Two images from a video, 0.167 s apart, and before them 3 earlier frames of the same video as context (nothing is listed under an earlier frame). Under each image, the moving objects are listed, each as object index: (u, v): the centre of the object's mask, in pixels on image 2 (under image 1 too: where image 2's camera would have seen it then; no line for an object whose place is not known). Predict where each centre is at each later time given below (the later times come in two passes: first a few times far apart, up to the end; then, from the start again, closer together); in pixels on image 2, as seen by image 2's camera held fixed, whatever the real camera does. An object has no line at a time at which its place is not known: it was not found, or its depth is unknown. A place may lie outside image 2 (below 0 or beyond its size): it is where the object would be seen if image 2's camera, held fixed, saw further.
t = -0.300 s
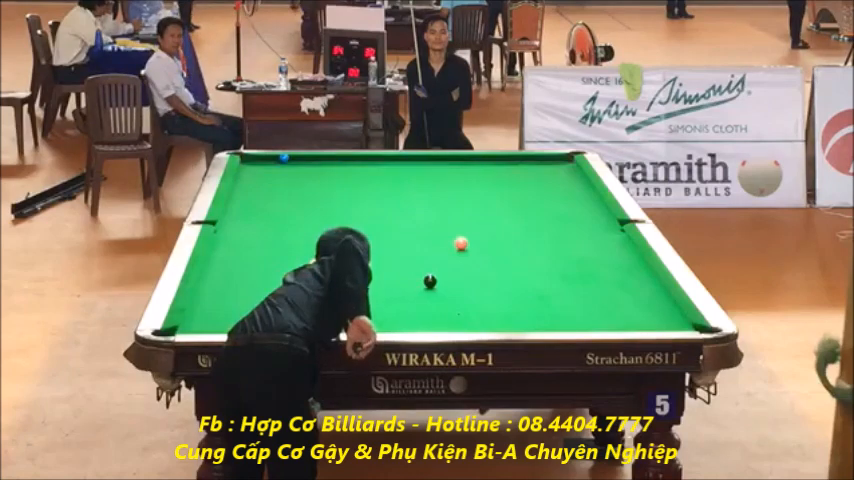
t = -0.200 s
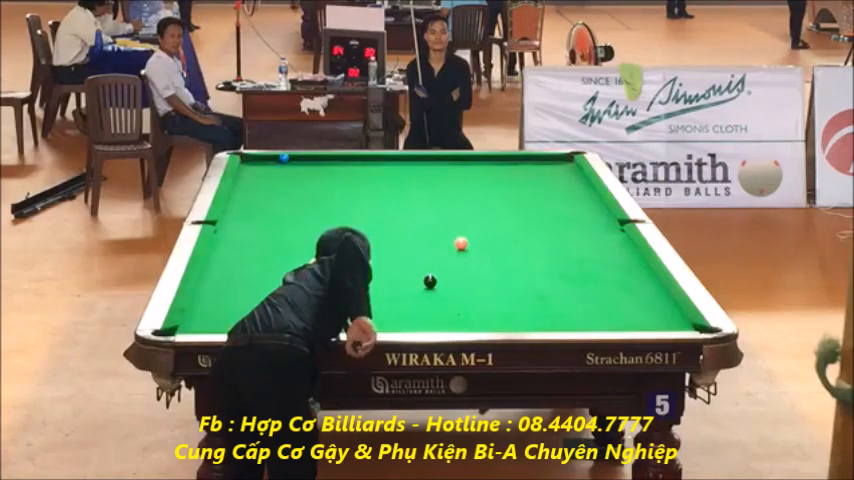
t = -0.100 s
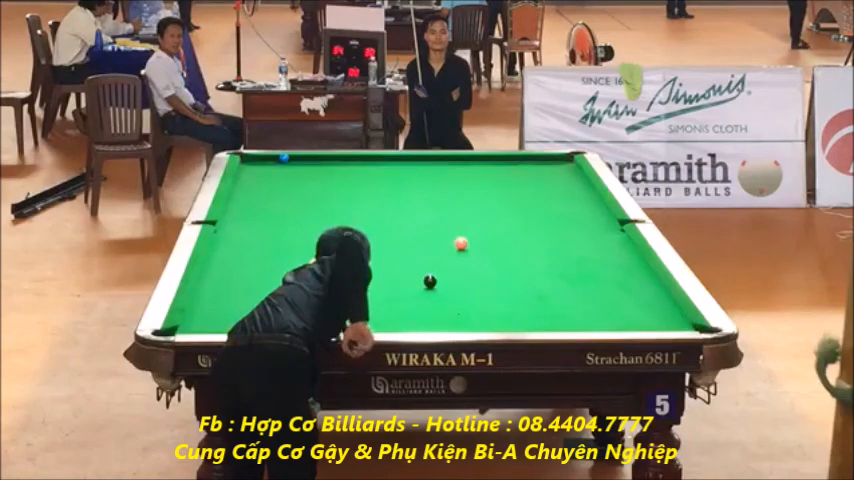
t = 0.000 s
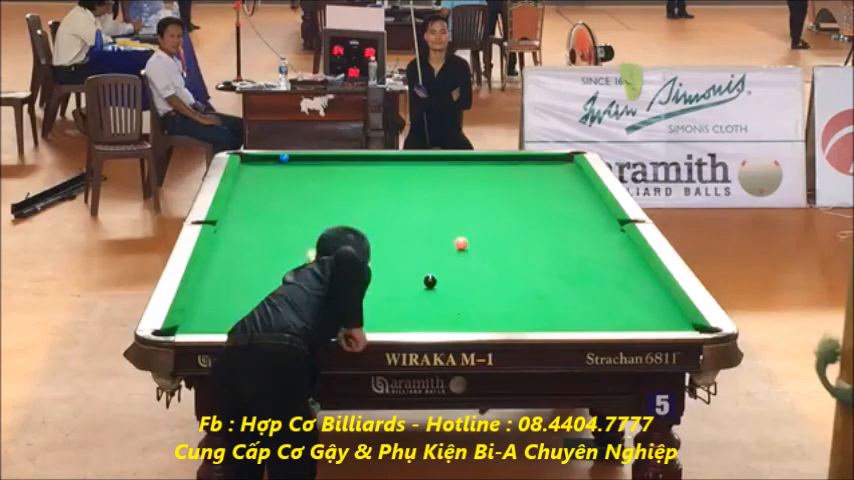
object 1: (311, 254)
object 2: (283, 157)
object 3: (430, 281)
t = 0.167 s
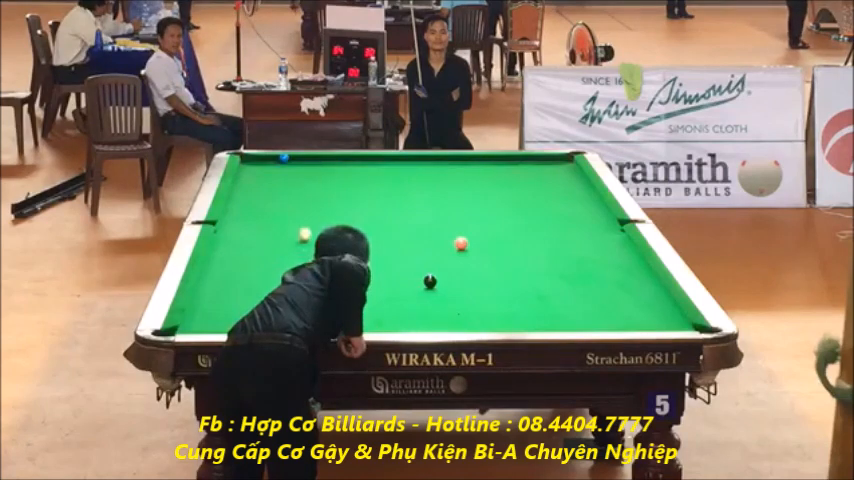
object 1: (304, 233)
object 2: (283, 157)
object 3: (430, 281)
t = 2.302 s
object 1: (313, 170)
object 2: (326, 193)
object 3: (430, 281)
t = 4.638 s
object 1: (415, 189)
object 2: (401, 258)
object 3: (430, 281)
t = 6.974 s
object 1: (434, 192)
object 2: (424, 282)
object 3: (452, 295)
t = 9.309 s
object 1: (434, 192)
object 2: (424, 282)
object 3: (454, 297)
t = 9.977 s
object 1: (434, 192)
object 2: (425, 282)
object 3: (454, 296)
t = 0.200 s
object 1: (303, 229)
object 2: (283, 157)
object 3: (430, 281)
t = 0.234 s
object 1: (302, 225)
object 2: (283, 157)
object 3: (430, 281)
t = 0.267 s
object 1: (301, 222)
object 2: (283, 157)
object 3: (430, 281)
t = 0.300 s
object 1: (300, 219)
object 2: (283, 157)
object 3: (430, 281)
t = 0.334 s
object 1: (299, 216)
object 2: (283, 157)
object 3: (430, 281)
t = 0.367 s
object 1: (297, 213)
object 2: (283, 157)
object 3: (430, 281)
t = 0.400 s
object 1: (296, 210)
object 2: (283, 157)
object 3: (430, 281)
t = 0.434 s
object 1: (295, 207)
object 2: (283, 157)
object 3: (430, 281)
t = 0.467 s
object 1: (295, 204)
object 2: (283, 157)
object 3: (430, 281)
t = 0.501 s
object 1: (293, 201)
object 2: (283, 157)
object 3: (430, 281)
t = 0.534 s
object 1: (291, 196)
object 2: (283, 157)
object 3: (430, 281)
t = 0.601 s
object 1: (289, 190)
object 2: (283, 157)
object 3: (430, 281)
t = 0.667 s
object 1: (288, 185)
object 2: (283, 157)
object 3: (430, 281)
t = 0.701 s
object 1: (287, 182)
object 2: (283, 157)
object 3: (430, 281)
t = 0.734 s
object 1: (286, 180)
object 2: (283, 157)
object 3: (430, 281)
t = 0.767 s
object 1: (285, 177)
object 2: (283, 157)
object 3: (430, 281)
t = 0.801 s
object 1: (284, 175)
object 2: (283, 157)
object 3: (430, 281)
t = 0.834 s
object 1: (283, 173)
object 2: (283, 157)
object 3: (430, 281)
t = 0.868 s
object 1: (282, 170)
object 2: (283, 157)
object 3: (430, 281)
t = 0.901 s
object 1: (282, 168)
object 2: (283, 157)
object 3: (430, 281)
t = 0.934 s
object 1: (281, 166)
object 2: (283, 156)
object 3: (430, 281)
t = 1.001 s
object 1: (279, 162)
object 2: (284, 156)
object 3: (430, 281)
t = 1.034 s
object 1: (278, 160)
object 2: (285, 156)
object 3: (430, 281)
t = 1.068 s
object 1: (274, 158)
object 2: (287, 157)
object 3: (430, 281)
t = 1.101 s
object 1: (269, 158)
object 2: (288, 157)
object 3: (430, 281)
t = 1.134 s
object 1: (264, 157)
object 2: (289, 158)
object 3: (430, 281)
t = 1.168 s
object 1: (259, 157)
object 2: (290, 159)
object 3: (430, 281)
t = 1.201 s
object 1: (255, 157)
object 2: (291, 160)
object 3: (430, 281)
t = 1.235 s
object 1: (251, 158)
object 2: (292, 160)
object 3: (430, 281)
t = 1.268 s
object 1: (248, 158)
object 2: (293, 162)
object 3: (430, 281)
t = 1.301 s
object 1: (245, 159)
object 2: (294, 163)
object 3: (430, 281)
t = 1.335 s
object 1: (247, 159)
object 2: (295, 164)
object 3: (430, 281)
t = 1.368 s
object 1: (249, 160)
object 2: (296, 165)
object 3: (430, 281)
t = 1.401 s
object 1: (252, 160)
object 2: (297, 166)
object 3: (430, 281)
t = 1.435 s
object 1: (254, 161)
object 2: (298, 167)
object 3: (430, 281)
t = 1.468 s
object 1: (256, 161)
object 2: (299, 169)
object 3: (430, 281)
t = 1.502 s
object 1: (259, 161)
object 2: (300, 170)
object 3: (430, 281)
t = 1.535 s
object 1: (261, 162)
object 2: (301, 170)
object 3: (430, 281)
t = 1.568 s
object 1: (264, 162)
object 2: (302, 172)
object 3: (430, 281)
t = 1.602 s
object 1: (266, 162)
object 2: (303, 173)
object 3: (430, 281)
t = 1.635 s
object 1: (269, 163)
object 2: (304, 174)
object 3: (430, 281)
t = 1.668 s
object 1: (271, 163)
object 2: (306, 174)
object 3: (430, 281)
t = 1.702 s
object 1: (273, 164)
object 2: (307, 175)
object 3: (430, 281)
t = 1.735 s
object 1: (275, 164)
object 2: (308, 176)
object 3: (430, 281)
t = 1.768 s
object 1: (278, 164)
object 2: (309, 177)
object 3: (430, 281)
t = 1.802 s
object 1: (280, 165)
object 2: (310, 178)
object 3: (430, 281)
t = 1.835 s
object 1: (282, 165)
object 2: (311, 180)
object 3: (430, 281)
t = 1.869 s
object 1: (285, 166)
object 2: (312, 181)
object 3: (430, 281)
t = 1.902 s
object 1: (287, 166)
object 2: (313, 182)
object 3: (430, 281)
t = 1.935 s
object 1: (289, 166)
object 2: (314, 183)
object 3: (430, 281)
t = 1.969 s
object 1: (291, 167)
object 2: (315, 184)
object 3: (430, 281)
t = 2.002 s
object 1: (293, 167)
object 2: (317, 184)
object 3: (430, 281)
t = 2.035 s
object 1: (295, 167)
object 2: (317, 185)
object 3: (430, 281)
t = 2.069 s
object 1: (298, 168)
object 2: (318, 186)
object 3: (430, 281)
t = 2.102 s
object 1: (300, 168)
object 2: (320, 187)
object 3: (430, 281)
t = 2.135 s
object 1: (302, 169)
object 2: (321, 188)
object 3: (430, 281)
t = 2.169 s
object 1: (304, 169)
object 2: (322, 189)
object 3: (430, 281)
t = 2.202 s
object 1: (306, 169)
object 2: (323, 190)
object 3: (430, 281)
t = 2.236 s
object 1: (308, 170)
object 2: (324, 191)
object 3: (430, 281)
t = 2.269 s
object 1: (311, 170)
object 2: (325, 192)
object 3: (430, 281)
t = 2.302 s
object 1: (313, 170)
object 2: (326, 193)
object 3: (430, 281)
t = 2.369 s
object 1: (317, 171)
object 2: (328, 195)
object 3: (430, 281)
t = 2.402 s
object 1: (319, 172)
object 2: (329, 196)
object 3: (430, 281)
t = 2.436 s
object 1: (321, 172)
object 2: (330, 197)
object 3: (430, 281)
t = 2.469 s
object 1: (323, 173)
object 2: (331, 198)
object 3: (430, 281)
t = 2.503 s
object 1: (325, 173)
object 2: (332, 199)
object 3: (430, 281)
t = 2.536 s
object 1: (327, 173)
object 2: (333, 200)
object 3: (430, 281)
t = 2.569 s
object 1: (328, 173)
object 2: (335, 201)
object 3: (430, 281)
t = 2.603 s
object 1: (331, 174)
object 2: (336, 202)
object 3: (430, 281)
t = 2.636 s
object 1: (333, 174)
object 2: (337, 203)
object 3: (430, 281)
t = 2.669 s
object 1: (334, 175)
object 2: (338, 204)
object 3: (430, 281)
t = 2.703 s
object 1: (336, 175)
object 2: (339, 205)
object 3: (430, 281)
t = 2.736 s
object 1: (338, 175)
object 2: (340, 205)
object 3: (430, 281)
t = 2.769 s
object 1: (340, 176)
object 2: (341, 206)
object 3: (430, 281)
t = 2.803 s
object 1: (342, 176)
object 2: (342, 207)
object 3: (430, 281)
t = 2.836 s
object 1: (343, 176)
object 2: (343, 208)
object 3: (430, 281)
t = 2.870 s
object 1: (345, 176)
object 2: (345, 209)
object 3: (430, 281)
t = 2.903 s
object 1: (347, 177)
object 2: (346, 211)
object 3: (430, 281)
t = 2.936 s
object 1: (349, 177)
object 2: (347, 211)
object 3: (430, 281)
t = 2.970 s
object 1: (351, 177)
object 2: (348, 212)
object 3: (430, 281)
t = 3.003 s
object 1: (352, 178)
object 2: (349, 213)
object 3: (430, 281)
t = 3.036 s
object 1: (354, 178)
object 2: (350, 214)
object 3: (430, 281)
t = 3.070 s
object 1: (355, 178)
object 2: (351, 215)
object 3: (430, 281)
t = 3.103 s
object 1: (357, 178)
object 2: (352, 216)
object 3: (430, 281)
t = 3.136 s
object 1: (359, 179)
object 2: (353, 217)
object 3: (430, 281)
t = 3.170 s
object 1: (360, 179)
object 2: (354, 218)
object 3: (430, 281)
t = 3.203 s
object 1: (362, 179)
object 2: (355, 218)
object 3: (430, 281)
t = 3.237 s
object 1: (363, 179)
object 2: (357, 219)
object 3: (430, 281)
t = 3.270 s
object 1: (365, 180)
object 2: (357, 220)
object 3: (430, 281)
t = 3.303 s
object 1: (367, 180)
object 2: (359, 221)
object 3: (430, 281)
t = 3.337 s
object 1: (368, 181)
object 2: (360, 222)
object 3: (430, 281)
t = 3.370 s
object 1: (370, 181)
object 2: (361, 223)
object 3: (430, 281)
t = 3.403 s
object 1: (371, 181)
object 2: (362, 224)
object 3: (430, 281)
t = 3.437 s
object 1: (373, 181)
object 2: (363, 225)
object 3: (430, 281)
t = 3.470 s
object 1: (374, 181)
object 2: (365, 226)
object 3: (430, 281)
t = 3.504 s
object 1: (376, 182)
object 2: (365, 227)
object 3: (430, 281)
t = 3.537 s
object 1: (377, 182)
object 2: (366, 228)
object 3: (430, 281)
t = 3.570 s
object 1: (378, 182)
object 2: (368, 229)
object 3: (430, 281)
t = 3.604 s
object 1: (380, 182)
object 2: (368, 230)
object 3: (430, 281)
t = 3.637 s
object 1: (381, 183)
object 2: (369, 231)
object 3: (430, 281)
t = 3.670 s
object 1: (383, 183)
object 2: (370, 232)
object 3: (430, 281)
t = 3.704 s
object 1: (384, 183)
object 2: (371, 233)
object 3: (430, 281)
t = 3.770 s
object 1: (387, 184)
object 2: (373, 235)
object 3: (430, 281)
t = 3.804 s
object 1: (388, 184)
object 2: (374, 236)
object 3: (430, 281)
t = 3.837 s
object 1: (389, 184)
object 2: (376, 237)
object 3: (430, 281)
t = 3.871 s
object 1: (391, 184)
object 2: (377, 238)
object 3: (430, 281)
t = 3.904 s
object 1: (392, 184)
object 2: (378, 239)
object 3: (430, 281)
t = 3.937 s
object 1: (393, 185)
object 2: (379, 239)
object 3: (430, 281)
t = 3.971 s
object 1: (395, 185)
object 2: (380, 240)
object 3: (430, 281)
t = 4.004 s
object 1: (395, 185)
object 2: (381, 241)
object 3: (430, 281)
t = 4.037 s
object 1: (397, 185)
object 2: (382, 242)
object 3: (430, 281)
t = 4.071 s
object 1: (398, 185)
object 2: (383, 243)
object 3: (430, 281)
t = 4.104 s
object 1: (399, 186)
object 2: (384, 244)
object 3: (430, 281)
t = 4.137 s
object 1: (400, 186)
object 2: (385, 245)
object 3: (430, 281)
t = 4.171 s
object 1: (401, 186)
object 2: (386, 246)
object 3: (430, 281)
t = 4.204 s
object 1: (402, 186)
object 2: (387, 247)
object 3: (430, 281)
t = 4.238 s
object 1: (403, 186)
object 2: (388, 247)
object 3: (430, 281)
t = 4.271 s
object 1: (404, 187)
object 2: (389, 248)
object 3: (430, 281)
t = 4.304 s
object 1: (406, 187)
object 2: (391, 249)
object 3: (430, 281)
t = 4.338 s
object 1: (407, 187)
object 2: (392, 250)
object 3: (430, 281)
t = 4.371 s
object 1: (408, 187)
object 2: (393, 251)
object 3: (430, 281)
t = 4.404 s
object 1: (409, 187)
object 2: (394, 252)
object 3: (430, 281)
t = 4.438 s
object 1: (410, 188)
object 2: (395, 253)
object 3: (430, 281)
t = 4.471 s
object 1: (411, 188)
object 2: (396, 253)
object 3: (430, 281)
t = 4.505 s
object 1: (412, 188)
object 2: (397, 254)
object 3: (430, 281)
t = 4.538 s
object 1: (412, 188)
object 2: (398, 255)
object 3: (430, 281)
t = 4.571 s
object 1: (413, 188)
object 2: (399, 256)
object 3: (430, 281)
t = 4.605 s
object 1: (414, 188)
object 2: (400, 257)
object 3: (430, 281)
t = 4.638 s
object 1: (415, 189)
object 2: (401, 258)
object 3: (430, 281)
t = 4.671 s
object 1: (416, 189)
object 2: (402, 259)
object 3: (430, 281)
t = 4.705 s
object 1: (416, 189)
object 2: (403, 259)
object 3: (430, 281)
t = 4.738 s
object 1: (417, 189)
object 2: (404, 260)
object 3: (430, 281)
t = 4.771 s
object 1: (418, 189)
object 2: (405, 261)
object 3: (430, 281)
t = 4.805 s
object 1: (419, 189)
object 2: (406, 262)
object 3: (430, 281)
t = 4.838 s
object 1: (419, 189)
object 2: (407, 263)
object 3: (430, 281)
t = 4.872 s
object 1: (420, 189)
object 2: (408, 264)
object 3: (430, 281)
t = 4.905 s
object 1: (421, 189)
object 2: (409, 264)
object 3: (430, 281)
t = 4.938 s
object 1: (422, 190)
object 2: (409, 265)
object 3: (430, 281)
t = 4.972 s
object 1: (422, 190)
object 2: (410, 266)
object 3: (430, 281)
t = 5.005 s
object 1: (423, 190)
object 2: (411, 267)
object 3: (430, 281)
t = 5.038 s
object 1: (424, 190)
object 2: (412, 267)
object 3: (430, 281)
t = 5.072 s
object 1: (425, 190)
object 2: (413, 268)
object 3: (430, 281)
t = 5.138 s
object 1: (426, 190)
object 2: (415, 270)
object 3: (430, 281)
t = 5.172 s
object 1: (426, 190)
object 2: (416, 270)
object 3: (430, 281)
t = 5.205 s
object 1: (427, 191)
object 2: (416, 271)
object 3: (430, 281)
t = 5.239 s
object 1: (427, 191)
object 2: (417, 272)
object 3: (430, 281)
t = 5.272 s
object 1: (428, 191)
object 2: (418, 273)
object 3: (430, 281)
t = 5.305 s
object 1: (428, 191)
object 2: (419, 273)
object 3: (430, 281)
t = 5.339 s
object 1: (429, 191)
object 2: (419, 274)
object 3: (430, 281)
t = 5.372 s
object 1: (429, 191)
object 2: (420, 275)
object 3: (430, 281)
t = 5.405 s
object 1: (430, 191)
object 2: (421, 275)
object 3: (430, 281)
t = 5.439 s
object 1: (430, 191)
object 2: (421, 276)
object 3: (430, 281)
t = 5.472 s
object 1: (430, 191)
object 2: (421, 276)
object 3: (430, 281)
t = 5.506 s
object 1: (431, 191)
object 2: (422, 277)
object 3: (430, 281)
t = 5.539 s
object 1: (431, 191)
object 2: (422, 277)
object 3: (430, 281)
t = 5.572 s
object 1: (431, 191)
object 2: (422, 278)
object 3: (431, 281)
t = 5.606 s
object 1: (432, 191)
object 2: (423, 278)
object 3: (431, 282)
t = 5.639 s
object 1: (432, 191)
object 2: (424, 279)
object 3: (432, 282)
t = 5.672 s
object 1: (432, 191)
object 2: (424, 279)
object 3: (434, 283)
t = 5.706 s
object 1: (432, 192)
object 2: (424, 279)
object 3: (434, 283)
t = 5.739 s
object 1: (433, 192)
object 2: (424, 279)
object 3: (434, 284)
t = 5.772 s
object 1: (433, 192)
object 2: (424, 279)
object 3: (435, 284)
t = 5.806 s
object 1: (433, 192)
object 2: (424, 279)
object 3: (436, 285)
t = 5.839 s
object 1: (433, 192)
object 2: (424, 280)
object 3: (437, 285)
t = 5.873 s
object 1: (433, 192)
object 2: (424, 280)
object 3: (437, 286)
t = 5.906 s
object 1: (433, 192)
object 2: (424, 280)
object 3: (438, 286)
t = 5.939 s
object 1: (434, 192)
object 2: (424, 280)
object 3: (439, 286)
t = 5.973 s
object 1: (434, 192)
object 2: (424, 281)
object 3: (439, 287)
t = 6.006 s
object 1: (434, 192)
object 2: (424, 281)
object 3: (440, 287)
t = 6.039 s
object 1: (434, 192)
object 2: (424, 281)
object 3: (441, 287)
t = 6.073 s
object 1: (434, 192)
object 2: (424, 280)
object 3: (441, 288)
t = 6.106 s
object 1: (434, 192)
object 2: (424, 281)
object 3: (442, 288)
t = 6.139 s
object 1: (434, 192)
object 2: (424, 281)
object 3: (443, 288)
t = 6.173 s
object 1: (434, 192)
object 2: (424, 281)
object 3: (443, 289)
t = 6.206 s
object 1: (434, 192)
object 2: (424, 281)
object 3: (444, 289)
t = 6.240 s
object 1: (434, 192)
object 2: (424, 281)
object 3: (444, 289)
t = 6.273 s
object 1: (434, 192)
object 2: (424, 281)
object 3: (444, 290)
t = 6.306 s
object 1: (434, 192)
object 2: (424, 281)
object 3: (445, 291)
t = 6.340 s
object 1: (434, 192)
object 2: (424, 281)
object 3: (445, 291)
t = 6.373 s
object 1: (434, 192)
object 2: (424, 281)
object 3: (446, 291)
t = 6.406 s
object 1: (434, 192)
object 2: (424, 281)
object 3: (446, 291)
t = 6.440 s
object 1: (434, 192)
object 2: (424, 282)
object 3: (447, 292)
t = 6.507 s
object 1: (434, 192)
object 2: (424, 281)
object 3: (447, 292)
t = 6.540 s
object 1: (434, 192)
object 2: (424, 281)
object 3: (448, 292)
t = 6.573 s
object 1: (434, 192)
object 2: (424, 282)
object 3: (448, 293)
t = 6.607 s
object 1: (434, 192)
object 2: (424, 282)
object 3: (448, 293)
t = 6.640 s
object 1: (434, 192)
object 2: (424, 282)
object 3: (449, 293)
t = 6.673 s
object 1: (434, 192)
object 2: (424, 282)
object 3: (449, 294)
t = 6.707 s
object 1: (434, 192)
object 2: (424, 281)
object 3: (450, 294)
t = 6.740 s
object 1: (434, 192)
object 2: (424, 282)
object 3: (450, 294)
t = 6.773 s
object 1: (434, 192)
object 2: (424, 282)
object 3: (450, 294)
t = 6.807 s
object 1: (434, 192)
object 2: (424, 282)
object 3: (451, 295)
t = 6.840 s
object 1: (434, 192)
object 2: (424, 282)
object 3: (451, 295)
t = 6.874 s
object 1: (434, 192)
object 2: (424, 282)
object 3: (451, 295)
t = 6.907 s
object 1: (434, 192)
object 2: (424, 282)
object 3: (451, 295)
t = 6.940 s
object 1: (434, 192)
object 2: (424, 282)
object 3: (452, 295)
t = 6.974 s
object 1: (434, 192)
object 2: (424, 282)
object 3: (452, 295)
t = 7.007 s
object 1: (434, 192)
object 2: (424, 282)
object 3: (452, 296)
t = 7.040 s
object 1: (434, 192)
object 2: (424, 282)
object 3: (452, 296)
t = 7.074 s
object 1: (434, 192)
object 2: (424, 282)
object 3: (452, 296)
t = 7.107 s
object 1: (434, 191)
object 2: (424, 282)
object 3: (453, 296)
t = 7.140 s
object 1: (434, 192)
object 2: (425, 281)
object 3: (453, 296)
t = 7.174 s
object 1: (434, 192)
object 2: (424, 282)
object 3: (453, 296)
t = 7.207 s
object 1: (434, 192)
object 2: (424, 282)
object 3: (453, 296)
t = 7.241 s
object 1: (434, 192)
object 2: (424, 282)
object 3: (453, 296)
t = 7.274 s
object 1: (434, 192)
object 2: (425, 282)
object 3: (454, 296)
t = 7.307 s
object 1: (434, 192)
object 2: (424, 282)
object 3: (454, 297)
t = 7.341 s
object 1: (434, 192)
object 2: (424, 282)
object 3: (454, 296)
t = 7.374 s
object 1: (434, 192)
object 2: (424, 282)
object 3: (454, 296)
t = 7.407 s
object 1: (434, 192)
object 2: (425, 281)
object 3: (454, 296)
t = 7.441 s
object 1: (434, 192)
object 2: (424, 282)
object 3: (454, 297)
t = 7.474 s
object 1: (434, 192)
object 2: (424, 282)
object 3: (454, 297)
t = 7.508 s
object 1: (434, 192)
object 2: (424, 282)
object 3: (454, 297)
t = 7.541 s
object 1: (434, 192)
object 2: (425, 282)
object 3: (454, 297)
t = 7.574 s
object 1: (434, 192)
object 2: (424, 282)
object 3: (454, 297)
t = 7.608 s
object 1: (434, 192)
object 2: (425, 282)
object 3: (454, 297)
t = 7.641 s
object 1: (434, 192)
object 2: (424, 282)
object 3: (454, 297)
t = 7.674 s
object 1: (434, 192)
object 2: (424, 282)
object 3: (454, 297)
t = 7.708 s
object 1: (434, 192)
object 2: (425, 282)
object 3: (454, 297)
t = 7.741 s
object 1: (434, 192)
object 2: (425, 282)
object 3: (454, 297)
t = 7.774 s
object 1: (434, 192)
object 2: (425, 282)
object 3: (454, 297)
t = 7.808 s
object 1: (434, 192)
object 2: (424, 282)
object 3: (454, 297)
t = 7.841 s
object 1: (434, 192)
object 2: (425, 282)
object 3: (454, 297)
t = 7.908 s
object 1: (434, 192)
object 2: (425, 282)
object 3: (454, 297)
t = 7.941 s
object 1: (434, 192)
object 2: (425, 282)
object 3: (454, 297)
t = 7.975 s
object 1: (434, 192)
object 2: (425, 282)
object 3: (454, 297)
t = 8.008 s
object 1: (434, 192)
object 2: (425, 282)
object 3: (454, 297)
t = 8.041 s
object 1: (434, 192)
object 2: (425, 281)
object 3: (454, 297)
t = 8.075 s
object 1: (434, 191)
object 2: (424, 282)
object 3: (454, 297)
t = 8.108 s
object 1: (434, 192)
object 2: (424, 282)
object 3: (454, 297)
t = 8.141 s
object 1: (434, 192)
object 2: (425, 282)
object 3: (454, 297)
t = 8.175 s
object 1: (434, 192)
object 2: (424, 282)
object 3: (454, 297)
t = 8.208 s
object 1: (434, 192)
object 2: (424, 282)
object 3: (454, 297)
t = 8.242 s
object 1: (434, 192)
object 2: (425, 282)
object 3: (454, 297)
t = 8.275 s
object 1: (434, 192)
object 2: (424, 282)
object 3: (454, 297)
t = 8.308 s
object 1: (434, 192)
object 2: (424, 282)
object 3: (454, 297)
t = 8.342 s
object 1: (434, 192)
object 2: (424, 282)
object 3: (454, 297)
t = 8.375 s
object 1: (434, 192)
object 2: (425, 282)
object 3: (454, 297)
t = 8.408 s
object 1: (434, 192)
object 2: (424, 282)
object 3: (454, 297)
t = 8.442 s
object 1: (434, 192)
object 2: (424, 282)
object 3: (454, 297)
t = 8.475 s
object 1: (434, 192)
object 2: (424, 282)
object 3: (454, 297)
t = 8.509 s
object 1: (434, 192)
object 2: (424, 282)
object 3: (454, 297)
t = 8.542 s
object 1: (434, 192)
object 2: (424, 282)
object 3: (454, 297)
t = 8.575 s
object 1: (434, 192)
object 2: (424, 282)
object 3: (454, 297)
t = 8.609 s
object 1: (434, 192)
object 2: (424, 282)
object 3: (454, 297)
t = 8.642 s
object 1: (434, 192)
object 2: (424, 282)
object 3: (454, 297)
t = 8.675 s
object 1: (434, 192)
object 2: (424, 282)
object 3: (454, 297)
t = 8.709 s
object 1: (434, 192)
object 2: (424, 282)
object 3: (454, 297)
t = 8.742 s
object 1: (434, 192)
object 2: (424, 282)
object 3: (454, 297)
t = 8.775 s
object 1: (434, 192)
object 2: (424, 282)
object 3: (454, 297)
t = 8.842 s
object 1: (434, 192)
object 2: (424, 282)
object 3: (454, 297)
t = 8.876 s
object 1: (434, 192)
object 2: (424, 282)
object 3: (454, 297)
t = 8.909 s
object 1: (434, 192)
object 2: (424, 282)
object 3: (454, 297)
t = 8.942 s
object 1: (434, 192)
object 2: (424, 282)
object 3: (454, 297)
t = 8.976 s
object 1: (434, 192)
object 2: (424, 282)
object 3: (454, 297)
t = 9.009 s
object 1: (434, 192)
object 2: (424, 282)
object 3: (454, 297)
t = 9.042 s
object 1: (434, 192)
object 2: (424, 282)
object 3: (454, 297)
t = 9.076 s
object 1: (434, 192)
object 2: (424, 282)
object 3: (454, 297)
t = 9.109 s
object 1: (434, 192)
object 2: (424, 282)
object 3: (454, 297)
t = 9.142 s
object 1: (434, 192)
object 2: (424, 282)
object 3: (454, 297)
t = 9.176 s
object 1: (434, 192)
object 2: (424, 282)
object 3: (454, 297)
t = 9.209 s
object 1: (434, 192)
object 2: (424, 282)
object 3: (454, 297)
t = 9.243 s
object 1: (434, 192)
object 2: (424, 282)
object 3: (454, 297)
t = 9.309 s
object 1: (434, 192)
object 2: (424, 282)
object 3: (454, 297)
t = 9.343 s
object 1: (434, 192)
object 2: (424, 282)
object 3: (454, 297)
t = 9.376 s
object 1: (434, 192)
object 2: (424, 282)
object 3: (454, 297)
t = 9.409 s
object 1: (434, 192)
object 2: (424, 282)
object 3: (454, 297)
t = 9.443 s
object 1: (434, 192)
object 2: (424, 282)
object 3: (454, 297)
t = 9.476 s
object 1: (434, 192)
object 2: (424, 282)
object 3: (454, 297)
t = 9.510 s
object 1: (434, 192)
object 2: (424, 282)
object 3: (454, 297)
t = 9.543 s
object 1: (434, 192)
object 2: (424, 282)
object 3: (454, 297)
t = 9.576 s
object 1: (434, 192)
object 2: (424, 282)
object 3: (454, 297)
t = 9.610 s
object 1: (434, 192)
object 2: (424, 282)
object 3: (454, 297)
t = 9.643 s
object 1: (434, 192)
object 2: (424, 282)
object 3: (454, 297)
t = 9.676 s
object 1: (434, 192)
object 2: (424, 282)
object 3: (454, 297)
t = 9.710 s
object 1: (434, 192)
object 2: (424, 282)
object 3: (454, 297)
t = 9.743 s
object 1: (434, 192)
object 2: (424, 282)
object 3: (454, 297)
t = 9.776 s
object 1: (434, 192)
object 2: (425, 282)
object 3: (454, 297)
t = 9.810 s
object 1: (434, 192)
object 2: (425, 282)
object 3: (454, 297)
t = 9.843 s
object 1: (434, 192)
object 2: (425, 282)
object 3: (454, 297)
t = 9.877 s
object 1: (434, 192)
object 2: (425, 281)
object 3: (454, 297)
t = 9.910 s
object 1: (434, 192)
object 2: (425, 281)
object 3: (454, 297)
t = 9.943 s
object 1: (434, 192)
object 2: (425, 281)
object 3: (454, 297)
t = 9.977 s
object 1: (434, 192)
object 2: (425, 282)
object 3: (454, 296)
